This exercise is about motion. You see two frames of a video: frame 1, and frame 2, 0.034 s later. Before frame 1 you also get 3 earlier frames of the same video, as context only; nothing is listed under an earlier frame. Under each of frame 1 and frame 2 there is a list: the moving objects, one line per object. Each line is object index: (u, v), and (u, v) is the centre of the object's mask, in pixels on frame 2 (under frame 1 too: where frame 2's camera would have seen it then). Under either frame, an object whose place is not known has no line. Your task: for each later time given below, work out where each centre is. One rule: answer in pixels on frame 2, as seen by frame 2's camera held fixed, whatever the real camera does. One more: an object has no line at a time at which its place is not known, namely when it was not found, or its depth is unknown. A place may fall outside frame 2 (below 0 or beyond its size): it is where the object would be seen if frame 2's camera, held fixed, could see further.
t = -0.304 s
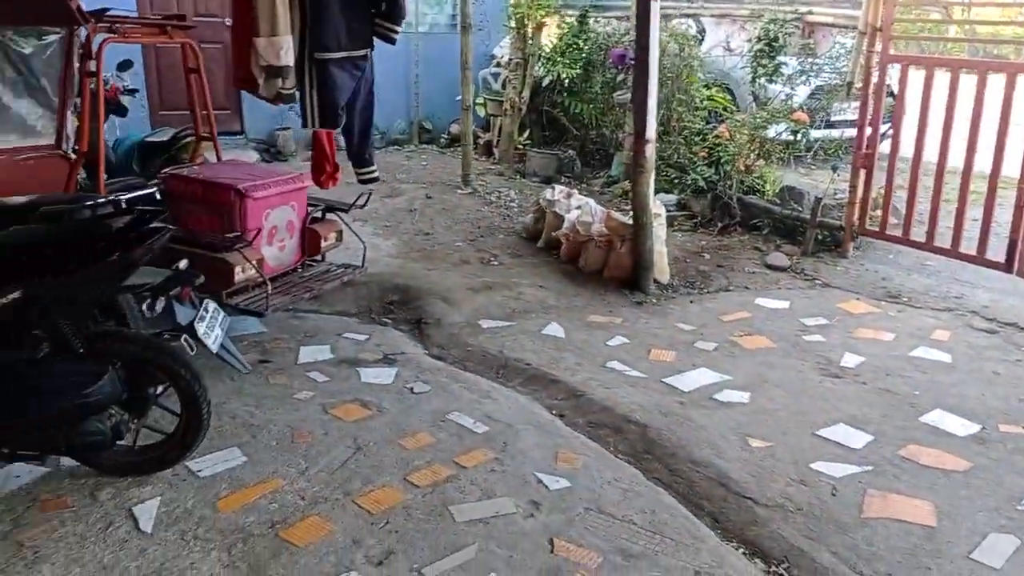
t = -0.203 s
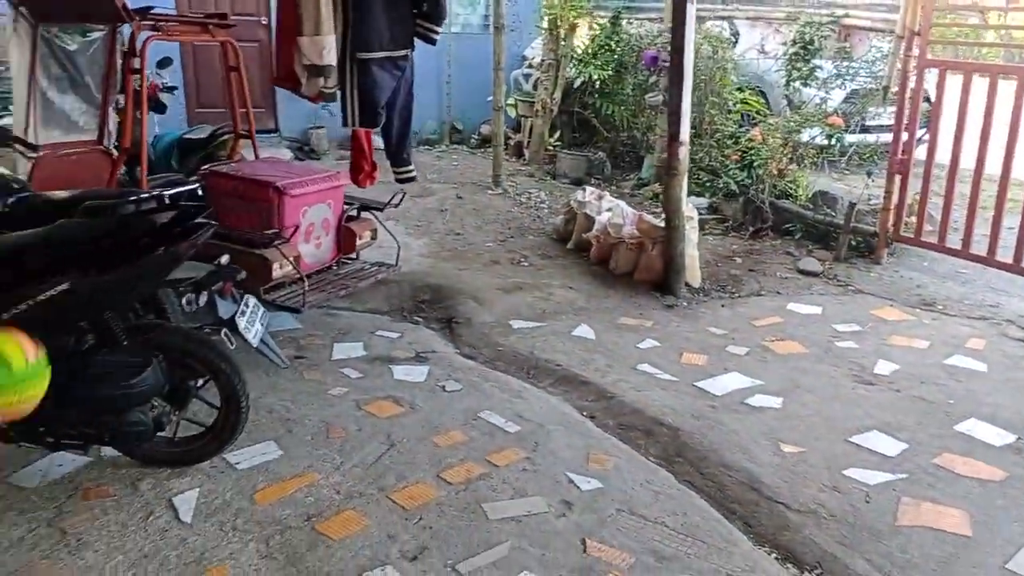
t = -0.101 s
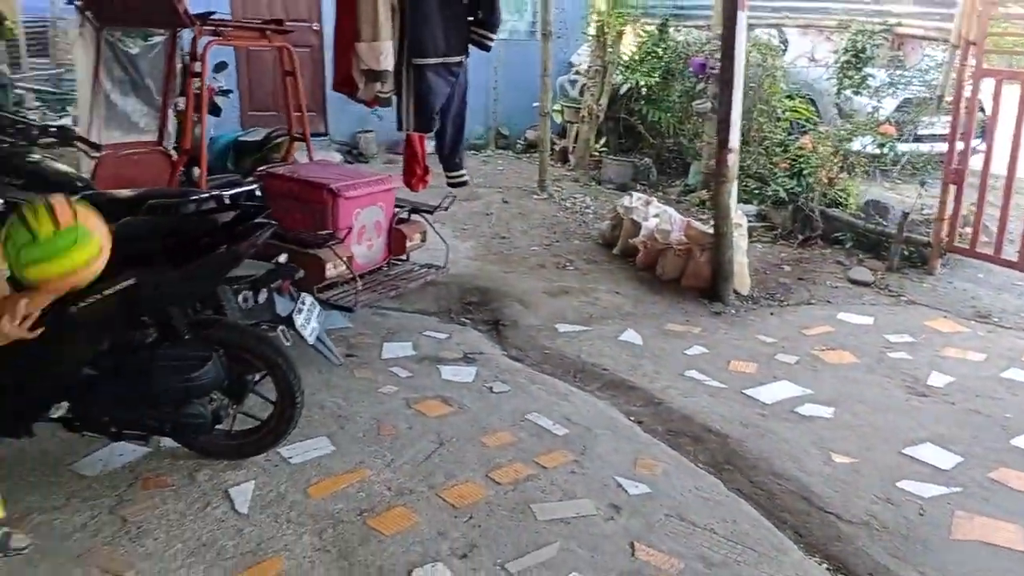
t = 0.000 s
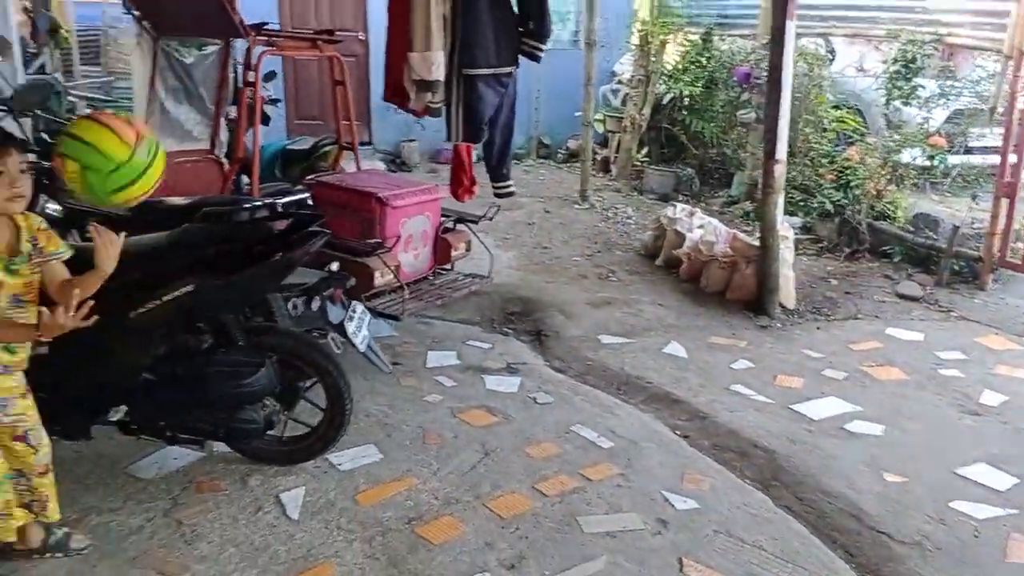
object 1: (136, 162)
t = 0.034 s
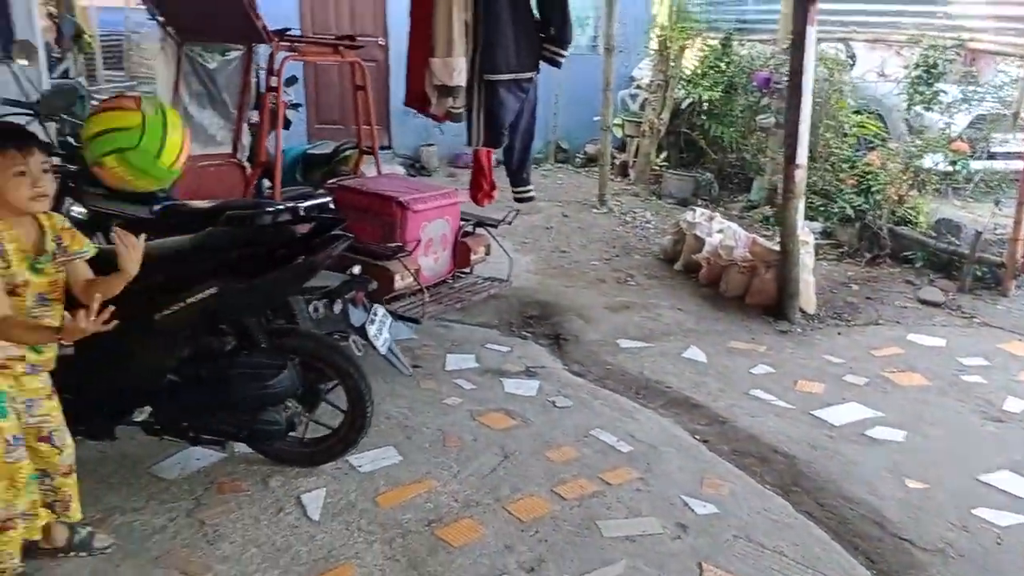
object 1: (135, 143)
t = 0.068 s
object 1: (141, 125)
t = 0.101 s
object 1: (144, 113)
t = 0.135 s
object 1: (148, 107)
